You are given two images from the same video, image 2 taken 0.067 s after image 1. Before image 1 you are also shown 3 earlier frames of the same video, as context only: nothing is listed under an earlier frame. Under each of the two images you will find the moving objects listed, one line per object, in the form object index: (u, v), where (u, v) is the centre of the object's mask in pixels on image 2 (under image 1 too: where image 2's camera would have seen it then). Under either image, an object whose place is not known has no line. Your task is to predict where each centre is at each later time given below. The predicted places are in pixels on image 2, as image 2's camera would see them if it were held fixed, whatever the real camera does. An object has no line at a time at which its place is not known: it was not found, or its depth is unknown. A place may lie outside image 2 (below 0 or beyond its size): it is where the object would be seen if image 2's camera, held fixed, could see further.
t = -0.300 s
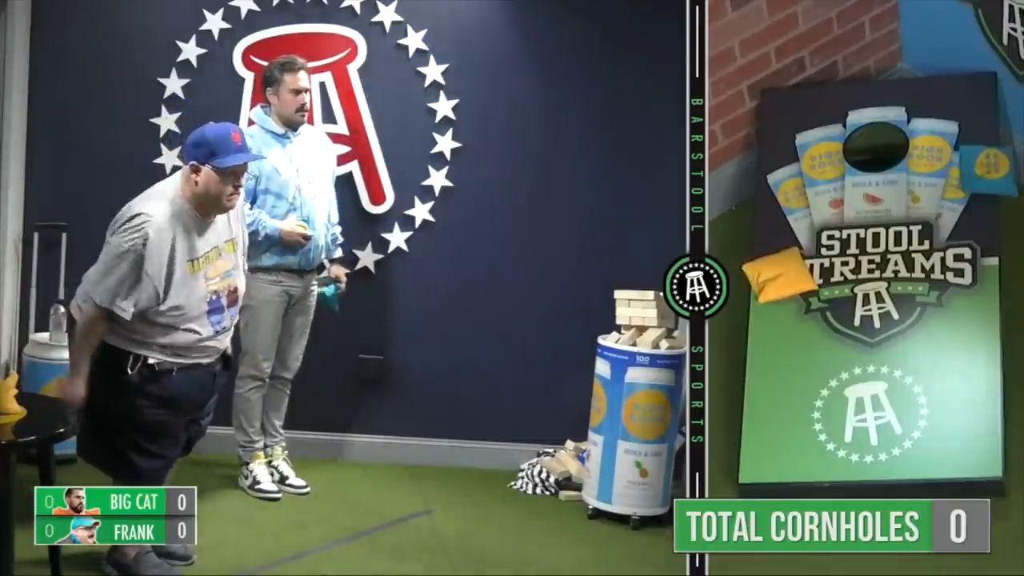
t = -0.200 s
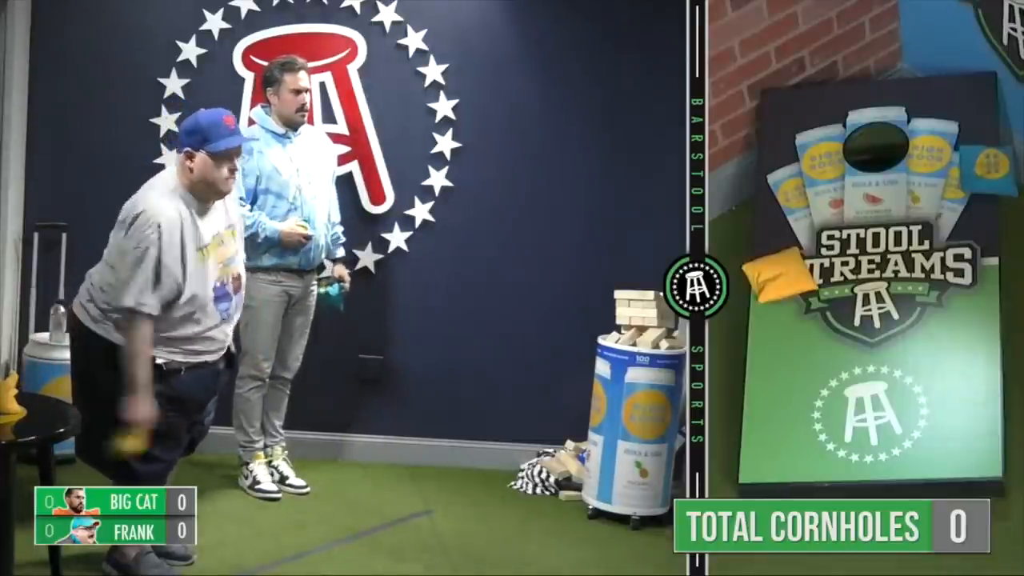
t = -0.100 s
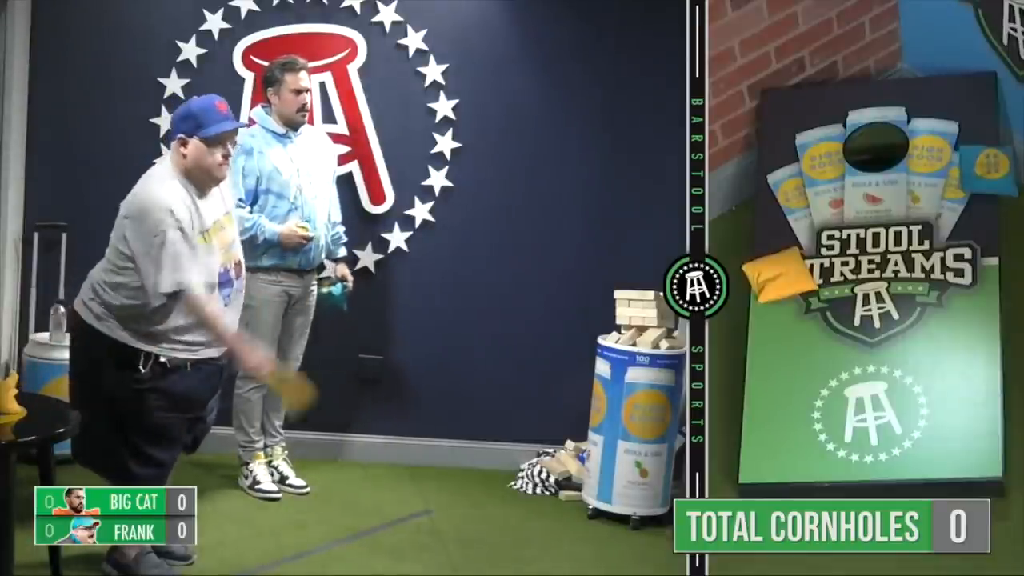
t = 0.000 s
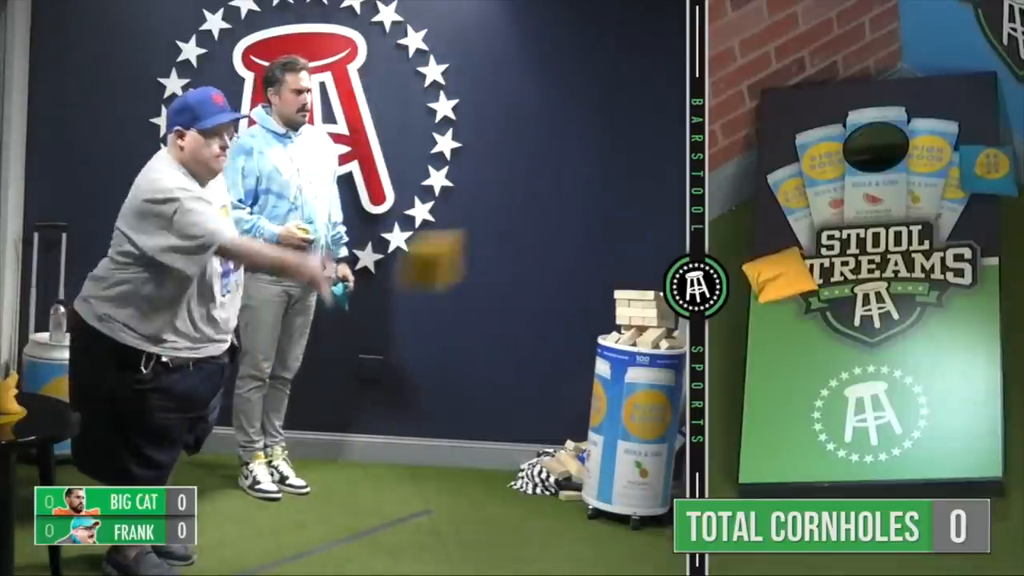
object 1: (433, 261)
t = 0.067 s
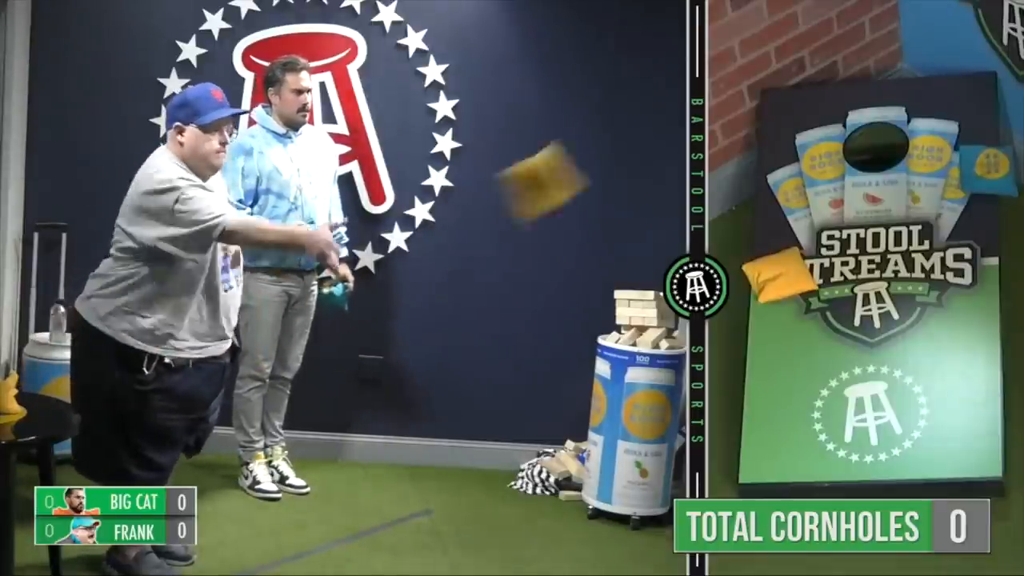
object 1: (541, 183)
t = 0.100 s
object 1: (599, 145)
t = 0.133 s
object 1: (654, 111)
